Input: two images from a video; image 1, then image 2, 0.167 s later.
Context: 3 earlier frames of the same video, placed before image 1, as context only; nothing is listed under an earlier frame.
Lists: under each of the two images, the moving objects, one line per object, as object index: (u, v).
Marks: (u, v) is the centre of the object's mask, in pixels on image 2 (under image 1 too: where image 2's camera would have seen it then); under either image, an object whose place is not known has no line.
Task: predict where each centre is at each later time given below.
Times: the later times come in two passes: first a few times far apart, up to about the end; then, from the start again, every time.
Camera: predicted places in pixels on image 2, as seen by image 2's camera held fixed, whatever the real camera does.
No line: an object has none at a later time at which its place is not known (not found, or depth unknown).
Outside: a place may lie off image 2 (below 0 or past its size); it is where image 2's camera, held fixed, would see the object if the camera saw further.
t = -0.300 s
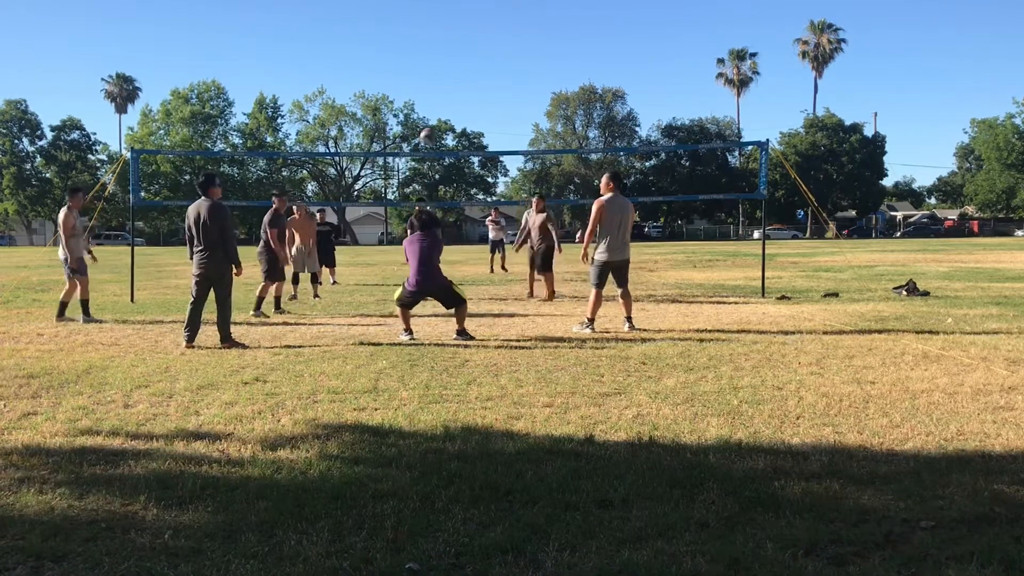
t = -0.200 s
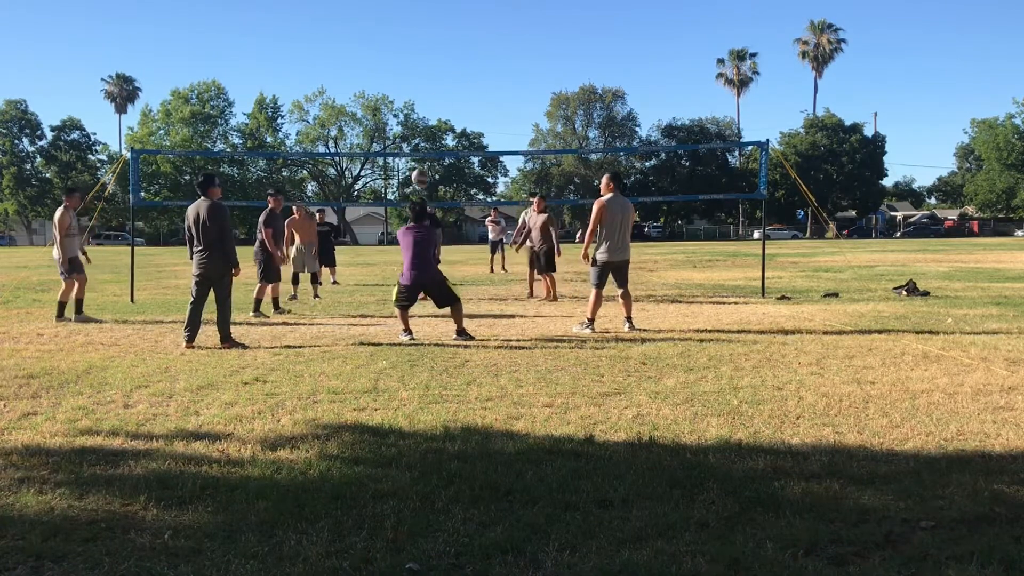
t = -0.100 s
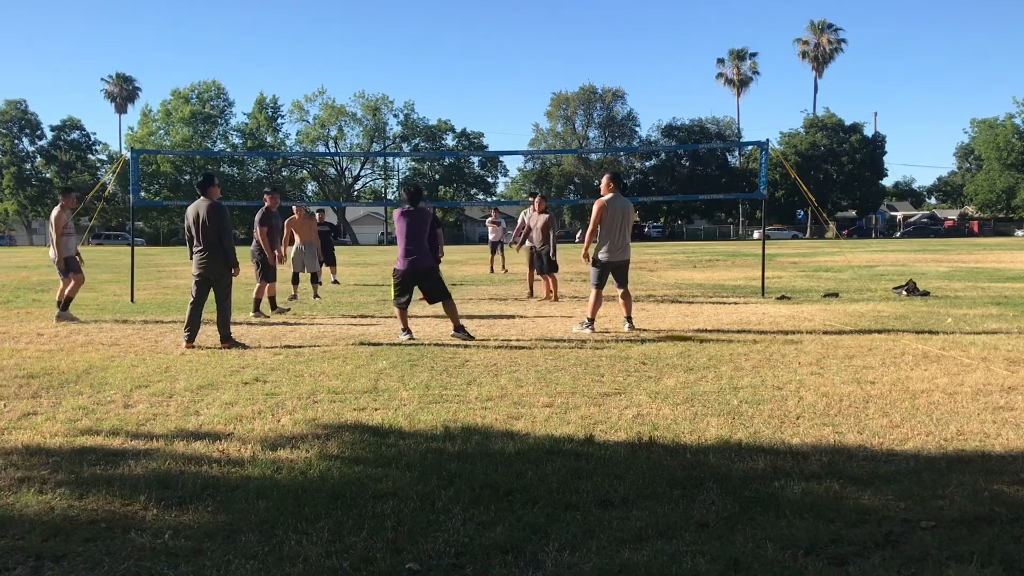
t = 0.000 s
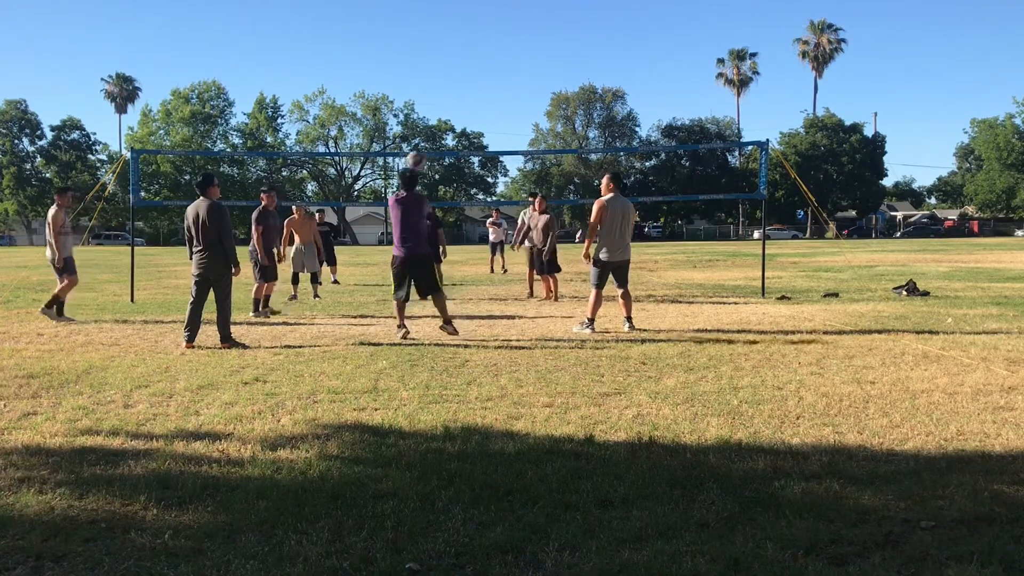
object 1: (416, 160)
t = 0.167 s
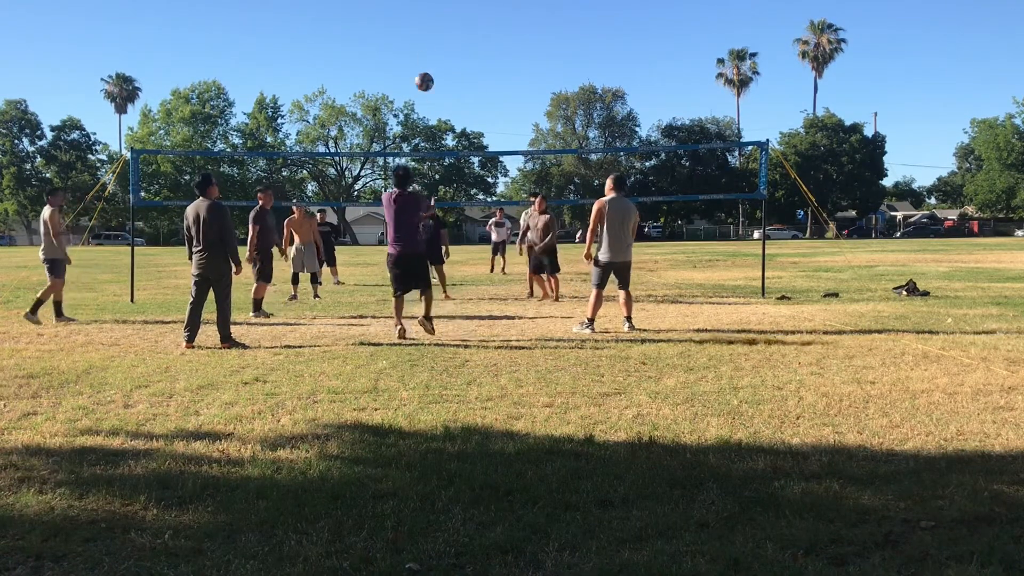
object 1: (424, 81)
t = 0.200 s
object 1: (426, 69)
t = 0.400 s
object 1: (436, 23)
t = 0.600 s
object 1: (445, 14)
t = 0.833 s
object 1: (457, 42)
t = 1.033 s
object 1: (468, 93)
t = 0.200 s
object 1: (426, 69)
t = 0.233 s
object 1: (427, 58)
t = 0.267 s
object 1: (429, 49)
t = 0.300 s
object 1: (431, 41)
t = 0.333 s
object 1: (433, 34)
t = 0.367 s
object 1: (434, 28)
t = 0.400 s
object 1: (436, 23)
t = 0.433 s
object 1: (437, 19)
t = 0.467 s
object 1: (439, 16)
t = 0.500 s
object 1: (441, 14)
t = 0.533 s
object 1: (442, 13)
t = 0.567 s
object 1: (444, 13)
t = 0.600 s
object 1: (445, 14)
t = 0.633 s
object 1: (447, 16)
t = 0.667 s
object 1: (449, 18)
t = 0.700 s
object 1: (450, 21)
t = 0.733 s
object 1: (452, 26)
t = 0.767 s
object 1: (454, 31)
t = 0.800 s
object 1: (455, 37)
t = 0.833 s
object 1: (457, 42)
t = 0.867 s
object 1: (459, 49)
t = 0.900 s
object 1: (461, 57)
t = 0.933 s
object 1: (462, 65)
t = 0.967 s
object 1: (464, 74)
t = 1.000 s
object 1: (466, 84)
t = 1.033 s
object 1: (468, 93)
